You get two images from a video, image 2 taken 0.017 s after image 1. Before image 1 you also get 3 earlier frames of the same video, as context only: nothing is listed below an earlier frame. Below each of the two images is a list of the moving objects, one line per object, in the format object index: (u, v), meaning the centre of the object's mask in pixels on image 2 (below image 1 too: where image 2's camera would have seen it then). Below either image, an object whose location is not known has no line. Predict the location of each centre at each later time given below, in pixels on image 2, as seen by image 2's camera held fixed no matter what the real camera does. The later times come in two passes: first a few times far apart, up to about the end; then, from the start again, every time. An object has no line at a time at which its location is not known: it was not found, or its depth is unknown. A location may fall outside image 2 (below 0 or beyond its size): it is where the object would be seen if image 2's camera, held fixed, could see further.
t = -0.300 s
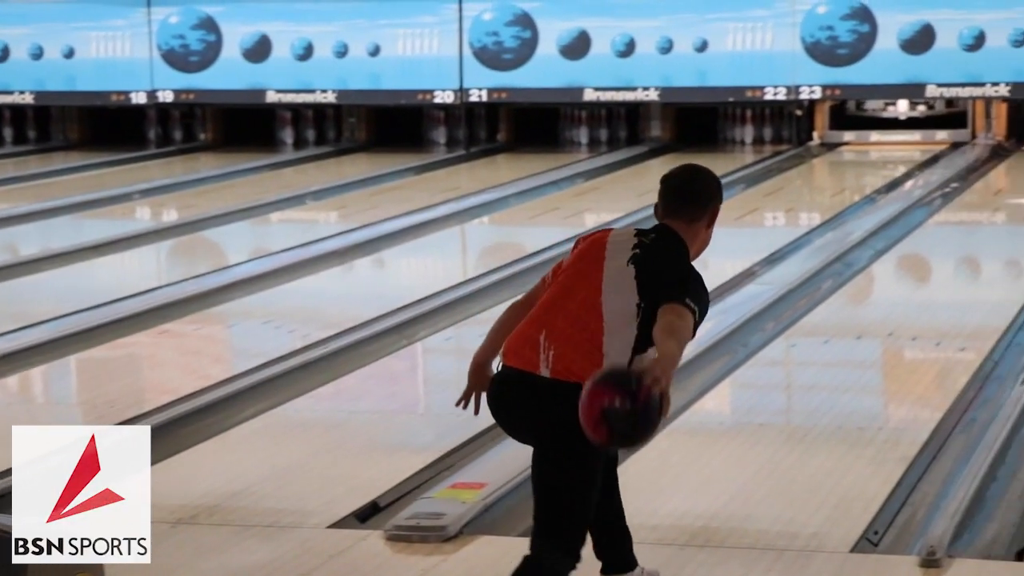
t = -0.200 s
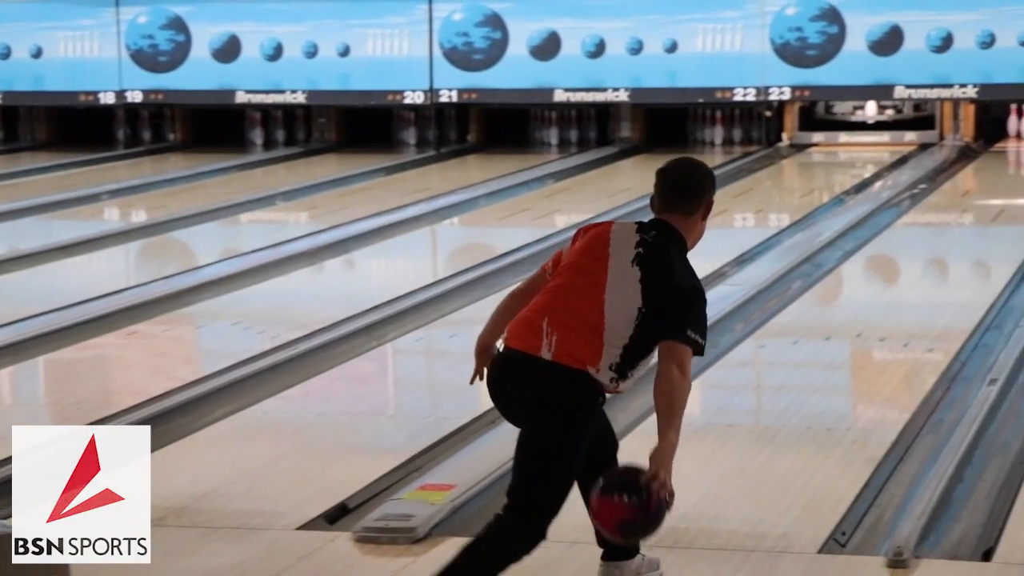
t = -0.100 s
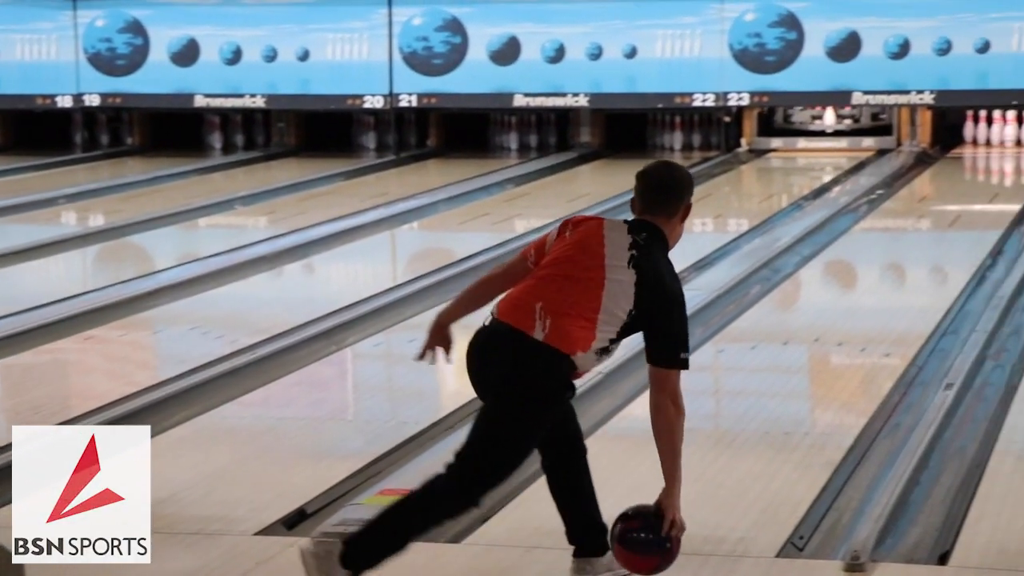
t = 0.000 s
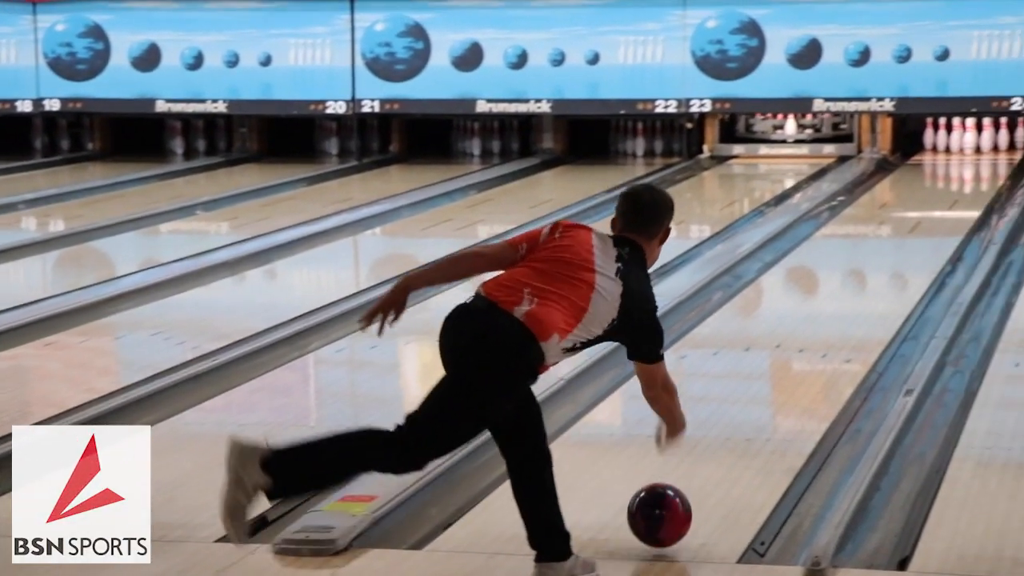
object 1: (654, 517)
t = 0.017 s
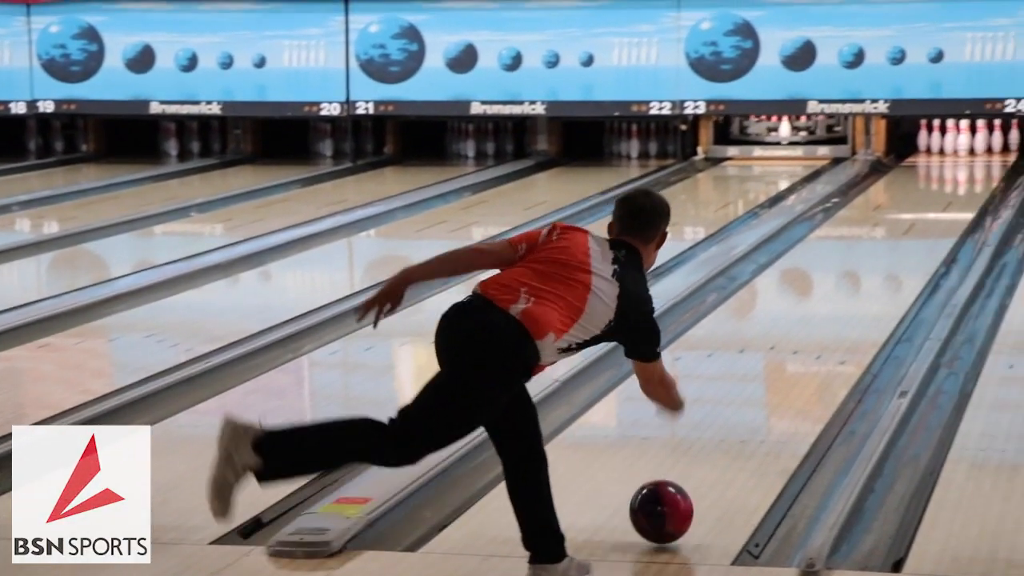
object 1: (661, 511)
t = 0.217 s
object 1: (733, 434)
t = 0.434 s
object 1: (790, 370)
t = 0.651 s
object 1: (833, 324)
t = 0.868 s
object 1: (866, 288)
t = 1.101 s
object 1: (895, 255)
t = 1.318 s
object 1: (916, 231)
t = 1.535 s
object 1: (934, 210)
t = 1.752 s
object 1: (948, 193)
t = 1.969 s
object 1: (957, 178)
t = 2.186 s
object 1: (964, 167)
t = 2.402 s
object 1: (967, 156)
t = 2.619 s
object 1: (966, 147)
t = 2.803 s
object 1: (959, 145)
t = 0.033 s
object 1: (668, 506)
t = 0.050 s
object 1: (675, 499)
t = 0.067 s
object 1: (681, 492)
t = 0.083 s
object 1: (688, 485)
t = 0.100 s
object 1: (694, 479)
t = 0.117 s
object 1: (700, 471)
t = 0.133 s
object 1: (706, 464)
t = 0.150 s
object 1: (712, 457)
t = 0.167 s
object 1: (718, 451)
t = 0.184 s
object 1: (723, 445)
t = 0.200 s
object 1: (728, 439)
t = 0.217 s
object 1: (733, 434)
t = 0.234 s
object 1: (738, 428)
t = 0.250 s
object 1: (743, 423)
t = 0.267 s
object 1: (748, 417)
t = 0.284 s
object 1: (752, 412)
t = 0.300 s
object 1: (757, 407)
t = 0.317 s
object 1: (761, 402)
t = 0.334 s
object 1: (766, 397)
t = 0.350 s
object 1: (770, 392)
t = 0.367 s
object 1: (774, 388)
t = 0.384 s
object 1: (778, 383)
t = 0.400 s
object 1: (782, 379)
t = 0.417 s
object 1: (786, 375)
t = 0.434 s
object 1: (790, 370)
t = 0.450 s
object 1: (793, 367)
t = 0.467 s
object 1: (797, 363)
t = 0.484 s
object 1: (800, 359)
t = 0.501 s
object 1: (804, 355)
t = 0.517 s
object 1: (807, 351)
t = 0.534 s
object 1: (811, 347)
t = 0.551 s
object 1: (814, 344)
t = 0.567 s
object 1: (817, 340)
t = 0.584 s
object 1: (820, 337)
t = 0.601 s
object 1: (824, 334)
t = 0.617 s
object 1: (827, 330)
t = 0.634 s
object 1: (830, 327)
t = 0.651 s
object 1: (833, 324)
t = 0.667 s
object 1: (835, 321)
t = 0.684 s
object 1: (838, 318)
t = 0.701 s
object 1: (841, 315)
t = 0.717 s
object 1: (844, 312)
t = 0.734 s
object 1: (846, 309)
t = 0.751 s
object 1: (849, 306)
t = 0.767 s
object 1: (851, 303)
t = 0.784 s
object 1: (854, 301)
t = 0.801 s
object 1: (856, 298)
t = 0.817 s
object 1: (859, 295)
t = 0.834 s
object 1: (862, 293)
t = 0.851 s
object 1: (864, 290)
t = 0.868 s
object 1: (866, 288)
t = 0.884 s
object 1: (868, 285)
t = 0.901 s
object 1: (871, 283)
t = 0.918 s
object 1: (873, 280)
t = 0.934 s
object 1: (875, 278)
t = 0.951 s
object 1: (877, 275)
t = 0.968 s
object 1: (879, 273)
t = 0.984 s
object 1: (882, 271)
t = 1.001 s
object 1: (884, 268)
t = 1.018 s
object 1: (886, 266)
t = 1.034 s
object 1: (888, 264)
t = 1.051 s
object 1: (890, 262)
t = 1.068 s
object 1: (891, 260)
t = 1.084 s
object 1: (893, 257)
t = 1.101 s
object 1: (895, 255)
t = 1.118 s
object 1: (897, 253)
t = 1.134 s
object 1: (898, 251)
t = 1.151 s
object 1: (900, 250)
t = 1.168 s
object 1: (902, 247)
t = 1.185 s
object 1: (904, 246)
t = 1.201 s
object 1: (905, 243)
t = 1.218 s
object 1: (907, 241)
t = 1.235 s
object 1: (909, 240)
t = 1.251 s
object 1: (910, 238)
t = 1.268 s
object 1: (912, 236)
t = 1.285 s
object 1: (913, 234)
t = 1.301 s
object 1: (915, 233)
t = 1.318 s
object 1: (916, 231)
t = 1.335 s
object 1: (918, 229)
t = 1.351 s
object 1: (919, 227)
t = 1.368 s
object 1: (920, 226)
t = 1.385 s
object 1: (922, 224)
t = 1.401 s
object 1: (924, 223)
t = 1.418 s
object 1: (925, 221)
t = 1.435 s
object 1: (926, 219)
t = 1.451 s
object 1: (927, 218)
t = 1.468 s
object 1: (929, 216)
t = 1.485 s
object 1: (930, 215)
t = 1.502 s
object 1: (931, 213)
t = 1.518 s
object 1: (932, 212)
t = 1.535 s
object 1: (934, 210)
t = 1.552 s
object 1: (935, 209)
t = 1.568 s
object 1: (936, 208)
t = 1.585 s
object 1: (937, 206)
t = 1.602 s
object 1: (938, 205)
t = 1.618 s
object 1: (939, 204)
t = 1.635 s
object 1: (941, 202)
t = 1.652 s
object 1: (942, 201)
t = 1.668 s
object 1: (943, 199)
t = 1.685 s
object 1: (944, 198)
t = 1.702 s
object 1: (945, 197)
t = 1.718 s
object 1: (945, 195)
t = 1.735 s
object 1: (946, 194)
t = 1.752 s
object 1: (948, 193)
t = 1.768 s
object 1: (948, 192)
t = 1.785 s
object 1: (949, 191)
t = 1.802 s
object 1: (950, 189)
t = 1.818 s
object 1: (951, 188)
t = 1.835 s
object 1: (952, 187)
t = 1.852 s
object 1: (953, 186)
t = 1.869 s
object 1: (953, 185)
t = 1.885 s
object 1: (954, 184)
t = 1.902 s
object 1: (955, 183)
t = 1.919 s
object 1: (956, 182)
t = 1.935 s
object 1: (956, 180)
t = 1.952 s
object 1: (957, 179)
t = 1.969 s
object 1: (957, 178)
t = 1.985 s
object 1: (958, 177)
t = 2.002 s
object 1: (959, 177)
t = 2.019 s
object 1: (959, 176)
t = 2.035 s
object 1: (960, 175)
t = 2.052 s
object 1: (960, 173)
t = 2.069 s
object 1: (961, 173)
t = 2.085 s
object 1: (961, 172)
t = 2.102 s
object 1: (962, 170)
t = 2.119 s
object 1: (962, 170)
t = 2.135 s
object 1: (962, 169)
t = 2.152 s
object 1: (963, 168)
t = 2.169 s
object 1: (963, 167)
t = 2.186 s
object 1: (964, 167)
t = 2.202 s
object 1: (964, 165)
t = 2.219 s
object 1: (965, 164)
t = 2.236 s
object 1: (965, 164)
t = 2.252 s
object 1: (965, 163)
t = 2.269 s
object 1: (966, 162)
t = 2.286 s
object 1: (966, 161)
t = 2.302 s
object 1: (966, 160)
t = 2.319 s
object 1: (966, 160)
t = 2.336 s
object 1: (966, 159)
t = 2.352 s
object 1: (966, 158)
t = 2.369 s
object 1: (966, 157)
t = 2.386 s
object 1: (966, 157)
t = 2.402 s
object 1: (967, 156)
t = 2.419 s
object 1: (966, 155)
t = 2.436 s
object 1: (967, 154)
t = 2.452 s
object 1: (967, 153)
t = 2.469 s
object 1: (967, 153)
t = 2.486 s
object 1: (967, 152)
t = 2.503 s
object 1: (967, 151)
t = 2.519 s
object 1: (967, 151)
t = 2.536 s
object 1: (967, 150)
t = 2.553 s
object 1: (967, 149)
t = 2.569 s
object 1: (967, 149)
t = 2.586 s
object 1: (967, 148)
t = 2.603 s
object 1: (966, 147)
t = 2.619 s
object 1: (966, 147)
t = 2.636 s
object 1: (967, 146)
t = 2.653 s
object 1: (967, 145)
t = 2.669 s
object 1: (968, 145)
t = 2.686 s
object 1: (969, 145)
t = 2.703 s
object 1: (967, 145)
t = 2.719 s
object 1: (967, 145)
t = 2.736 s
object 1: (965, 144)
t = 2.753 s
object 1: (965, 143)
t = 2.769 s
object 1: (963, 142)
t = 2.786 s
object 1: (961, 144)
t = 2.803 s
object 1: (959, 145)
